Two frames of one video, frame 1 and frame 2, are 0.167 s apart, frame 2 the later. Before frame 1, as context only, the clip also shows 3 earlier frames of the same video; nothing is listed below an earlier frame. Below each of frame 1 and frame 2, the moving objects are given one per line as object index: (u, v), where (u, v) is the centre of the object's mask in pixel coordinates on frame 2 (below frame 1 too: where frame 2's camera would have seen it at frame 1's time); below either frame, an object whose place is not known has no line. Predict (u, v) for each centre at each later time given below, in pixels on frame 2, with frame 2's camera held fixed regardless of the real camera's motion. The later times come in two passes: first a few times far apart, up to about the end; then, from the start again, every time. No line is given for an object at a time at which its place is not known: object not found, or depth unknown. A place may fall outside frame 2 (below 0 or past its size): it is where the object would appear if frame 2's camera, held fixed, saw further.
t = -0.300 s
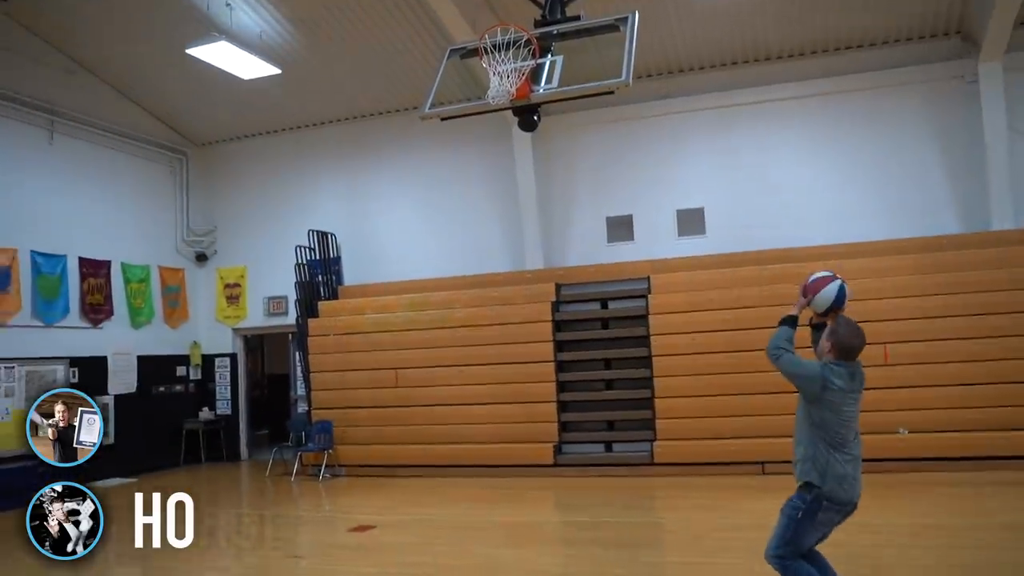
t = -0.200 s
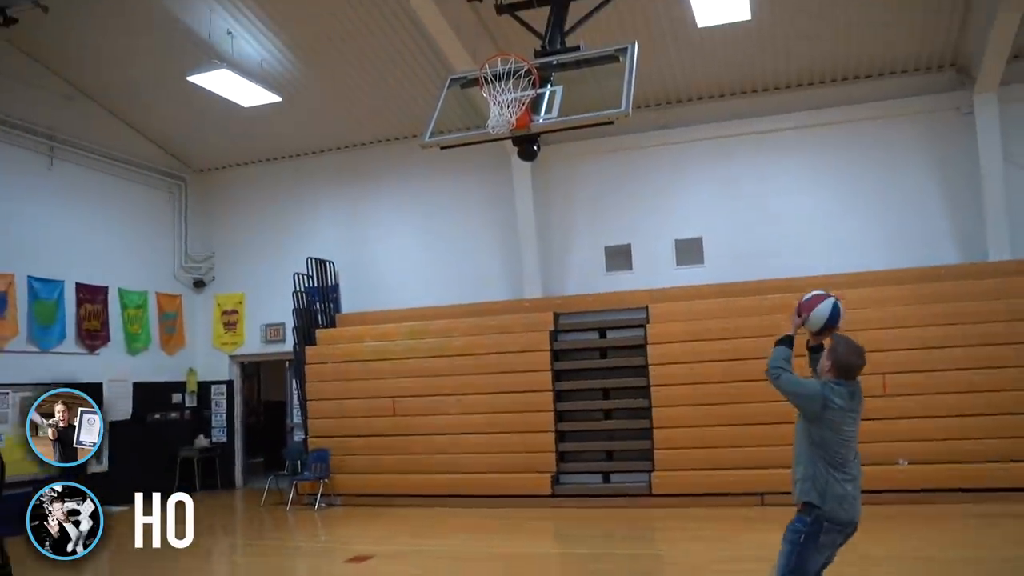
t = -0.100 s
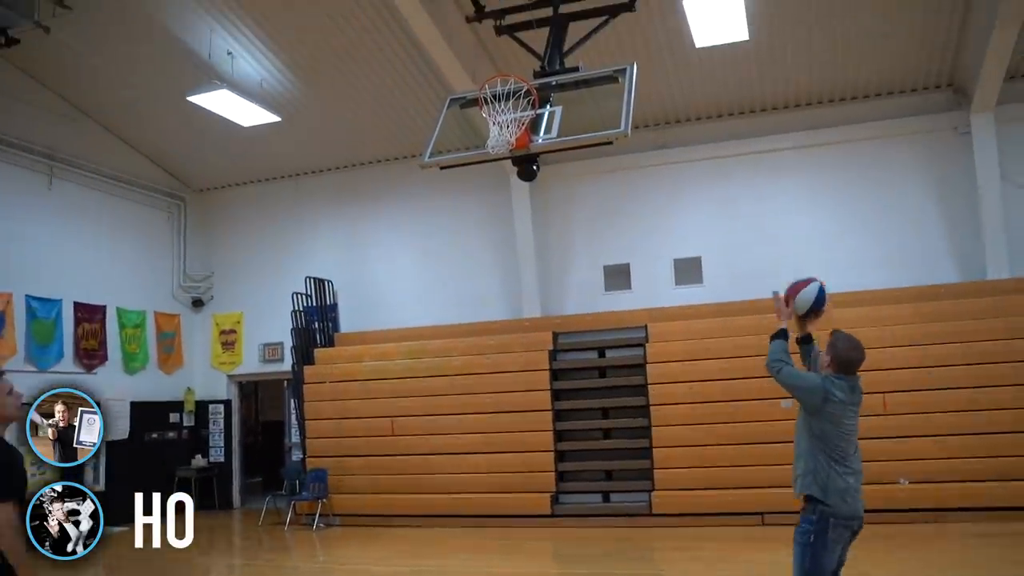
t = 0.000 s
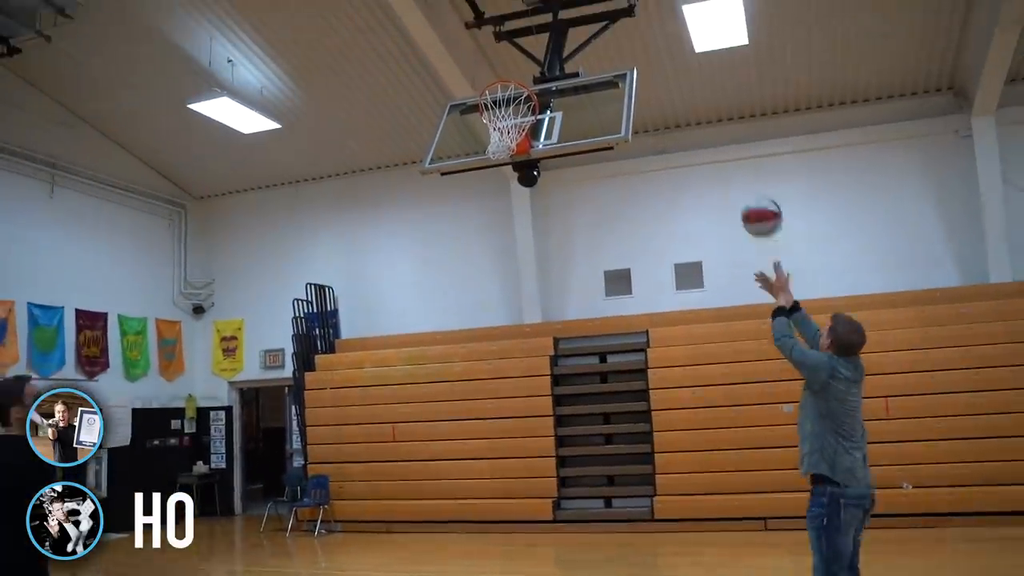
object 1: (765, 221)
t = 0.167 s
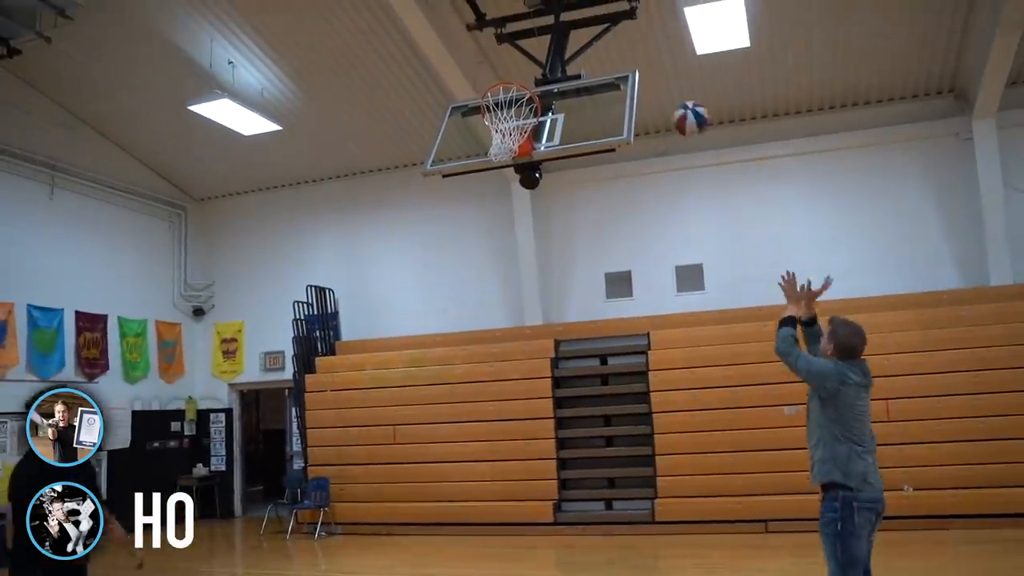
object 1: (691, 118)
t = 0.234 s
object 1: (667, 94)
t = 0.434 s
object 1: (610, 67)
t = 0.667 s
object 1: (562, 98)
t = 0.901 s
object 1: (525, 85)
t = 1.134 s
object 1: (500, 123)
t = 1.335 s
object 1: (505, 178)
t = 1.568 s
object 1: (518, 301)
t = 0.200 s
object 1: (678, 106)
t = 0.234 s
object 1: (667, 94)
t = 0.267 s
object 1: (656, 86)
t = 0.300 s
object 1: (647, 80)
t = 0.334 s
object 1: (636, 74)
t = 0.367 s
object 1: (627, 72)
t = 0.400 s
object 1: (618, 69)
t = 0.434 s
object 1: (610, 67)
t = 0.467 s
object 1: (600, 69)
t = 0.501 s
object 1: (594, 70)
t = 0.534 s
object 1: (587, 74)
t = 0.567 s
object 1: (581, 79)
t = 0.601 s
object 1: (574, 85)
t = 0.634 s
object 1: (568, 91)
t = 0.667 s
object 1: (562, 98)
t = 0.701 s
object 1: (554, 104)
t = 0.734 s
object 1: (551, 98)
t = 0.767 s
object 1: (547, 94)
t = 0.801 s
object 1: (541, 87)
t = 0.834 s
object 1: (535, 84)
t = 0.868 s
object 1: (529, 84)
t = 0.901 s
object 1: (525, 85)
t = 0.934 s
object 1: (517, 85)
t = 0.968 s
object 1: (513, 92)
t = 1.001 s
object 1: (506, 98)
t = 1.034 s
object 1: (503, 102)
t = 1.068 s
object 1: (498, 108)
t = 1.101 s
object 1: (498, 115)
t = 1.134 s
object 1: (500, 123)
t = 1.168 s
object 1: (502, 131)
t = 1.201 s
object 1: (500, 142)
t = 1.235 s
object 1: (502, 147)
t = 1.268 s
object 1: (502, 156)
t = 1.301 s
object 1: (504, 166)
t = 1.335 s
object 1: (505, 178)
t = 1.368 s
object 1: (507, 191)
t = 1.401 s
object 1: (509, 206)
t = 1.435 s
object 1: (510, 223)
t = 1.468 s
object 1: (512, 241)
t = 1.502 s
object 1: (514, 259)
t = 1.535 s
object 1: (516, 279)
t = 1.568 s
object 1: (518, 301)
